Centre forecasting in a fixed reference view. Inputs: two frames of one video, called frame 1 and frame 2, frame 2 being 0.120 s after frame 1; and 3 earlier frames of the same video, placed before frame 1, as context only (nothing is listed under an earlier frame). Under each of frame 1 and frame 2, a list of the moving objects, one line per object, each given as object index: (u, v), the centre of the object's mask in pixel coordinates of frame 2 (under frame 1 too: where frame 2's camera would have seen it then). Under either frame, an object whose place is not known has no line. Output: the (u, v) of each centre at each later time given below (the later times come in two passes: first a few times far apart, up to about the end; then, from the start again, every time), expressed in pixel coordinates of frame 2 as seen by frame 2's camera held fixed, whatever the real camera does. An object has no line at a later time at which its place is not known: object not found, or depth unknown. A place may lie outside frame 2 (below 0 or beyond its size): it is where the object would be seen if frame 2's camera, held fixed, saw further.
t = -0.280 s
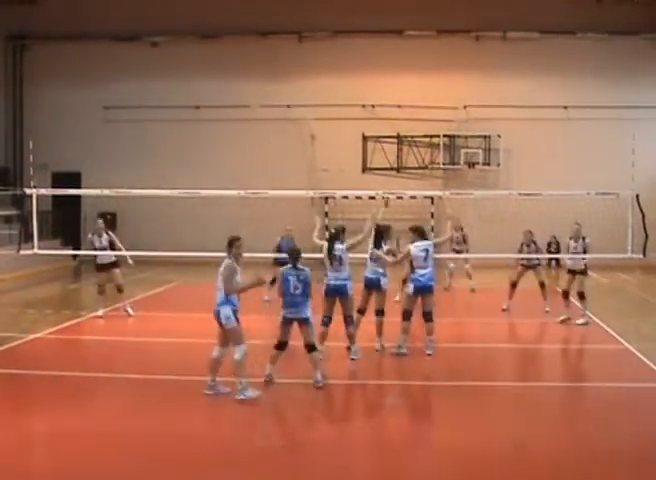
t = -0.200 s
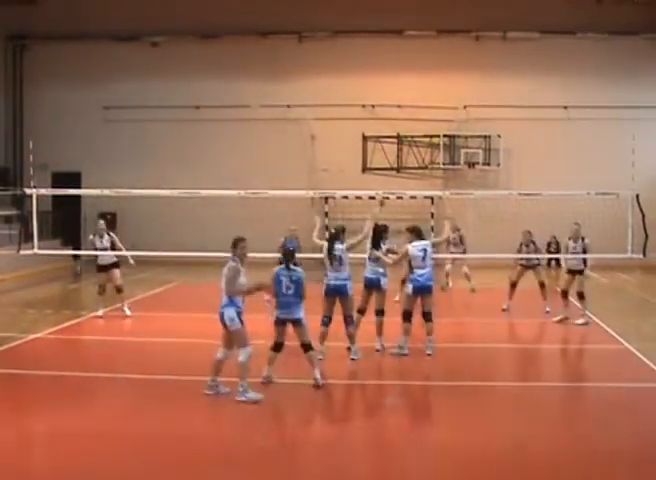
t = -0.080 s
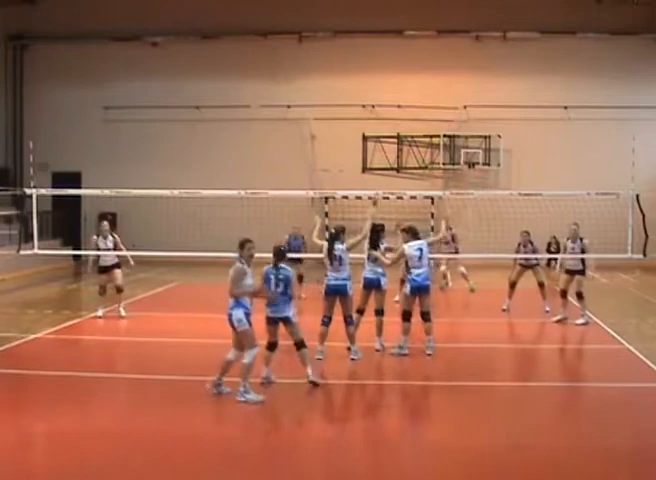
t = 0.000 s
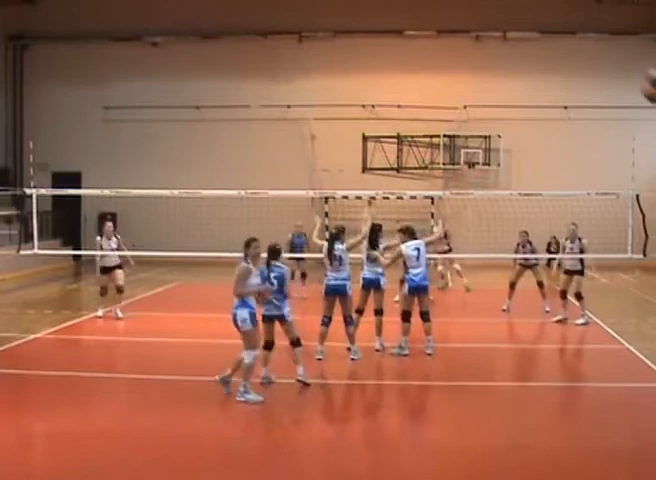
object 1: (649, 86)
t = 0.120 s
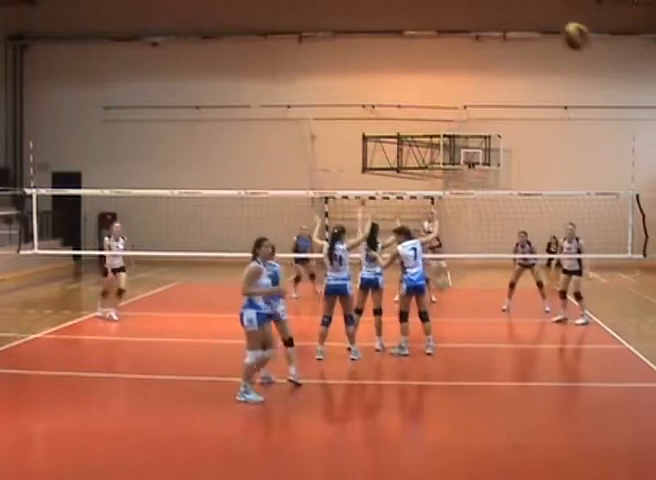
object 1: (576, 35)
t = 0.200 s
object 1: (537, 19)
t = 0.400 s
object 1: (468, 15)
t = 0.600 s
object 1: (424, 47)
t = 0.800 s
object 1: (397, 91)
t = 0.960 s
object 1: (383, 126)
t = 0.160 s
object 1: (555, 25)
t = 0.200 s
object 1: (537, 19)
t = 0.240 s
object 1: (520, 16)
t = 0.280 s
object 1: (504, 16)
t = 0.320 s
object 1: (490, 16)
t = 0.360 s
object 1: (478, 15)
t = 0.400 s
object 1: (468, 15)
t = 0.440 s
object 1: (457, 19)
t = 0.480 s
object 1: (447, 23)
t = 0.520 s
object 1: (440, 32)
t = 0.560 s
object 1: (432, 40)
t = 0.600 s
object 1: (424, 47)
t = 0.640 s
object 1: (418, 56)
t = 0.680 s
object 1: (412, 64)
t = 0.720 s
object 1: (407, 74)
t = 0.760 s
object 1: (402, 84)
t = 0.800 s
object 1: (397, 91)
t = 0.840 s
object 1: (394, 100)
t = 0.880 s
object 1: (389, 109)
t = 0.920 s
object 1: (386, 118)
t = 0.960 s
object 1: (383, 126)
